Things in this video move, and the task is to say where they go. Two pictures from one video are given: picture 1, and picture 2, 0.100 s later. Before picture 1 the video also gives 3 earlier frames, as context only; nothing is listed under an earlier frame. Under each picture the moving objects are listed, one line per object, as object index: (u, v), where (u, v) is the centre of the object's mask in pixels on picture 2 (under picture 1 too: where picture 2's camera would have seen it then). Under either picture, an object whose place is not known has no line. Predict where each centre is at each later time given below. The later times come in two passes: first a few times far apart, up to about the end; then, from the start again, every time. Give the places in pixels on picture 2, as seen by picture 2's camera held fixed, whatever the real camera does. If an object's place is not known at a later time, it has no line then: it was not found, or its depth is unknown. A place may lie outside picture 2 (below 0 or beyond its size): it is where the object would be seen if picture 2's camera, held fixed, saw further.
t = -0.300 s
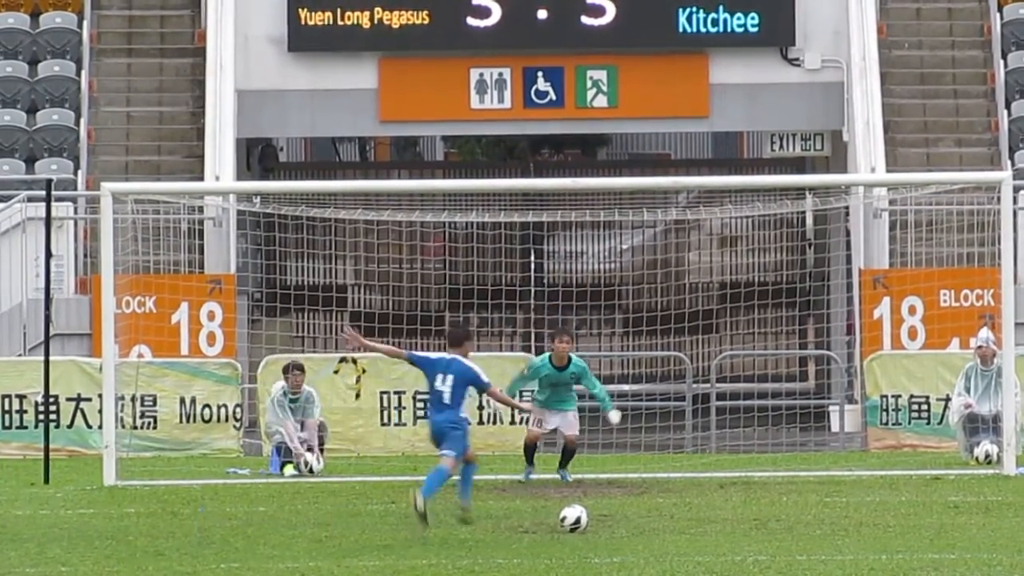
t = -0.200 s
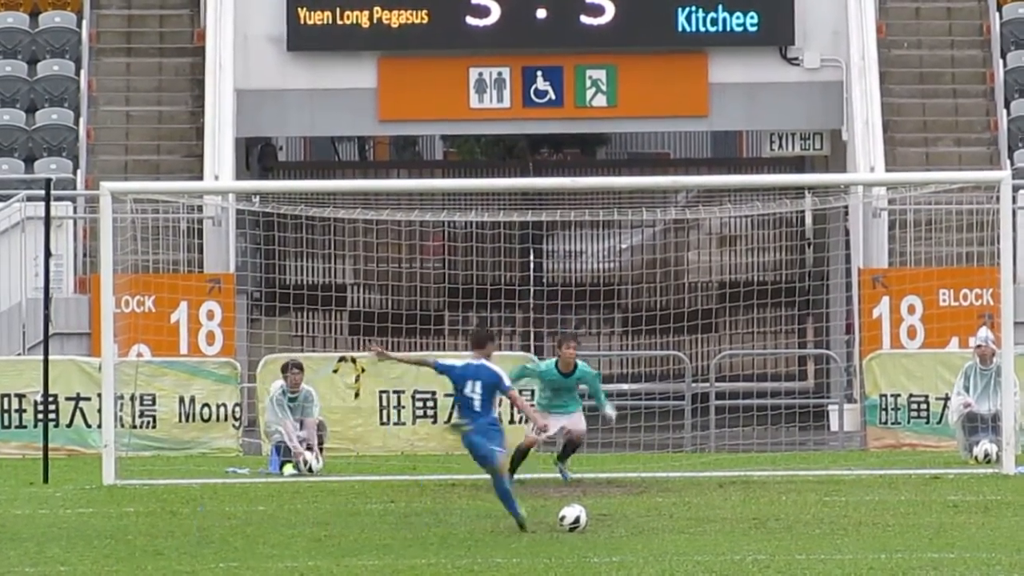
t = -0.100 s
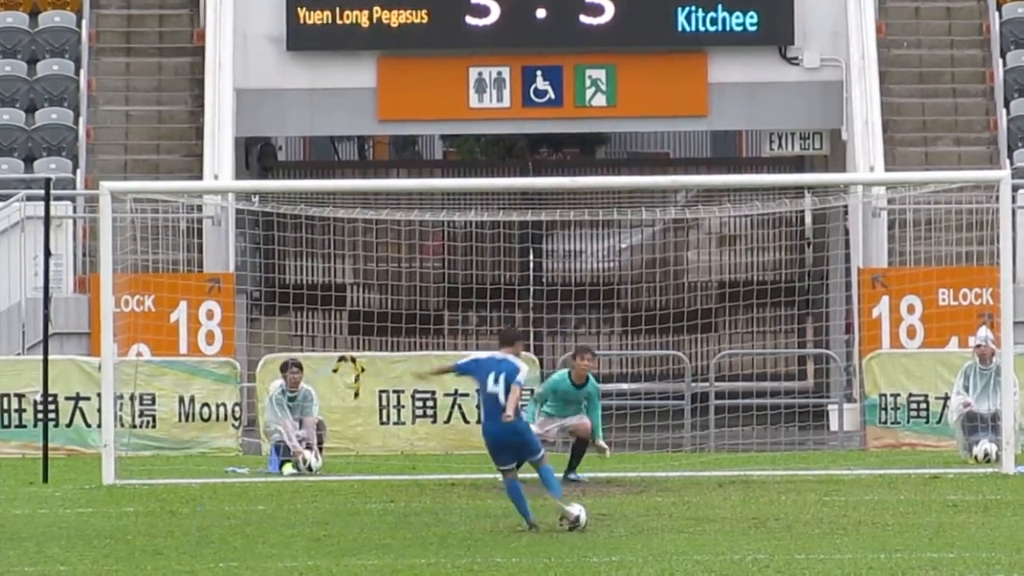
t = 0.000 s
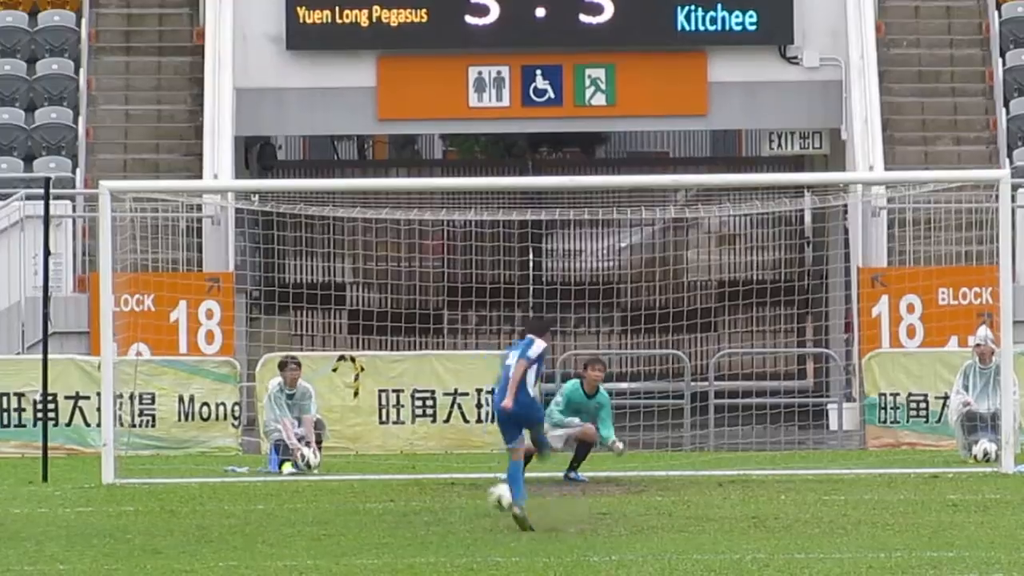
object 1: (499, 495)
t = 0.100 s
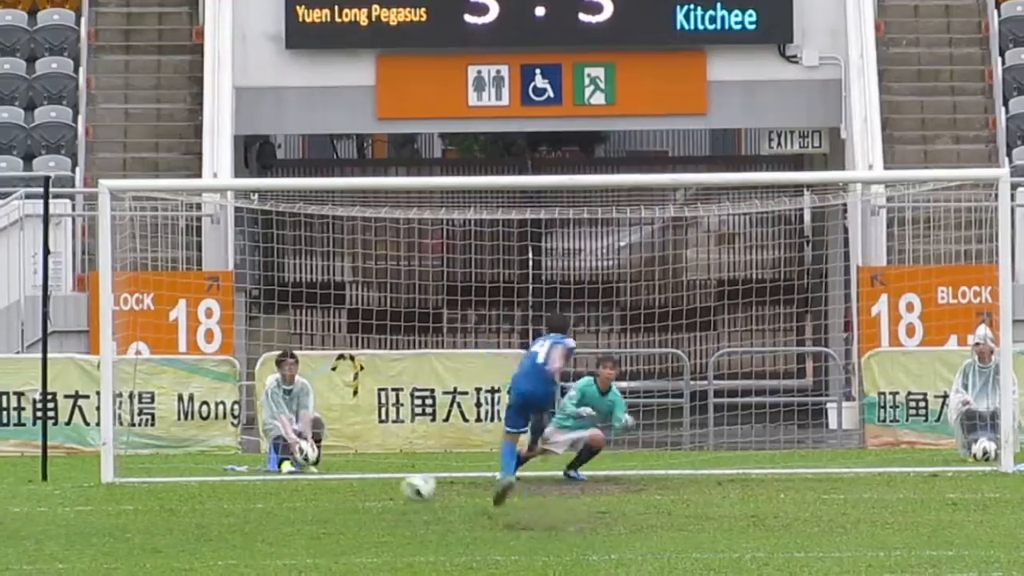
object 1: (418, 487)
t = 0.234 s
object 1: (303, 459)
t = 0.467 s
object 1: (133, 458)
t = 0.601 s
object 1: (156, 439)
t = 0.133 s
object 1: (390, 481)
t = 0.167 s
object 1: (361, 471)
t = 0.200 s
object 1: (331, 463)
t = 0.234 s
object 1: (303, 459)
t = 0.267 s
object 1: (272, 453)
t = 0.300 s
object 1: (241, 453)
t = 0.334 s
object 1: (211, 452)
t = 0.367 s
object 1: (180, 457)
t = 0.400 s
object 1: (149, 459)
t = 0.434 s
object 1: (133, 463)
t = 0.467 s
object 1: (133, 458)
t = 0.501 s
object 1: (137, 454)
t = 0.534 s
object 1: (144, 448)
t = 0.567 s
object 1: (149, 443)
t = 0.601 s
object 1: (156, 439)
